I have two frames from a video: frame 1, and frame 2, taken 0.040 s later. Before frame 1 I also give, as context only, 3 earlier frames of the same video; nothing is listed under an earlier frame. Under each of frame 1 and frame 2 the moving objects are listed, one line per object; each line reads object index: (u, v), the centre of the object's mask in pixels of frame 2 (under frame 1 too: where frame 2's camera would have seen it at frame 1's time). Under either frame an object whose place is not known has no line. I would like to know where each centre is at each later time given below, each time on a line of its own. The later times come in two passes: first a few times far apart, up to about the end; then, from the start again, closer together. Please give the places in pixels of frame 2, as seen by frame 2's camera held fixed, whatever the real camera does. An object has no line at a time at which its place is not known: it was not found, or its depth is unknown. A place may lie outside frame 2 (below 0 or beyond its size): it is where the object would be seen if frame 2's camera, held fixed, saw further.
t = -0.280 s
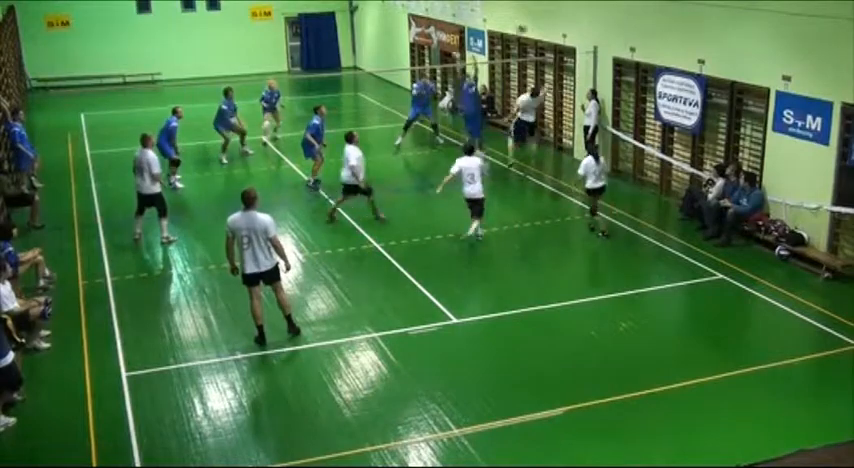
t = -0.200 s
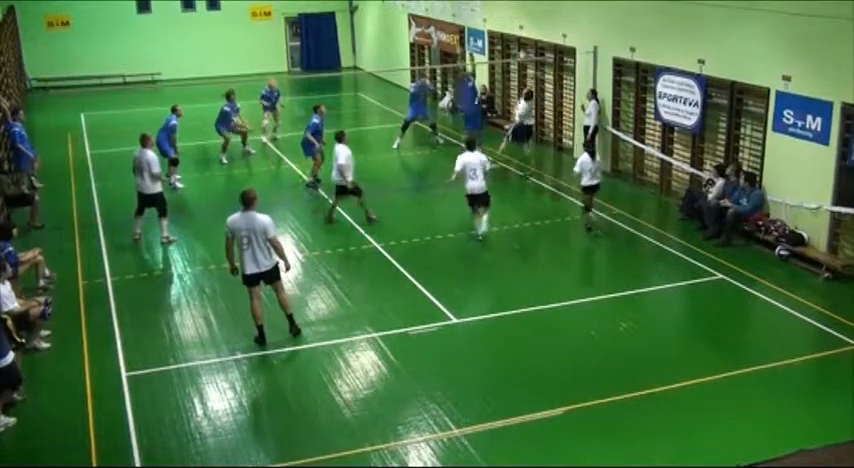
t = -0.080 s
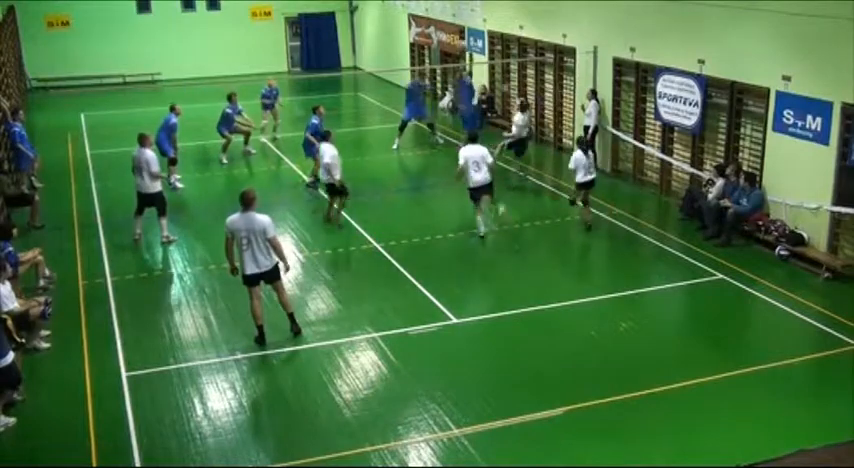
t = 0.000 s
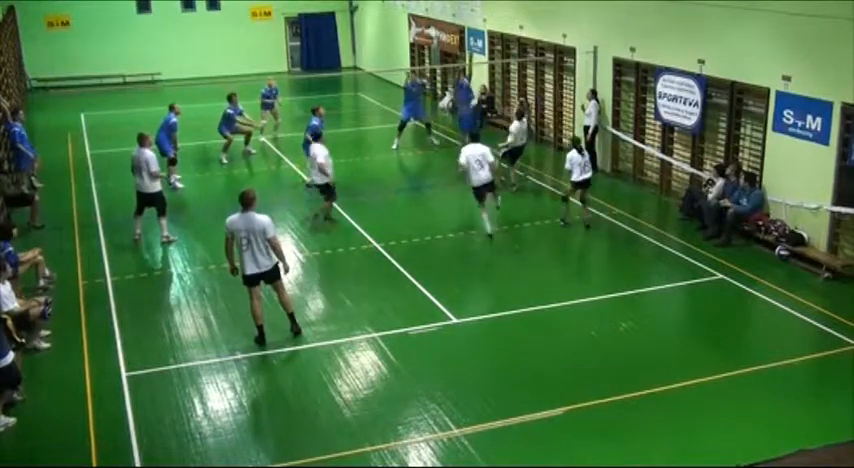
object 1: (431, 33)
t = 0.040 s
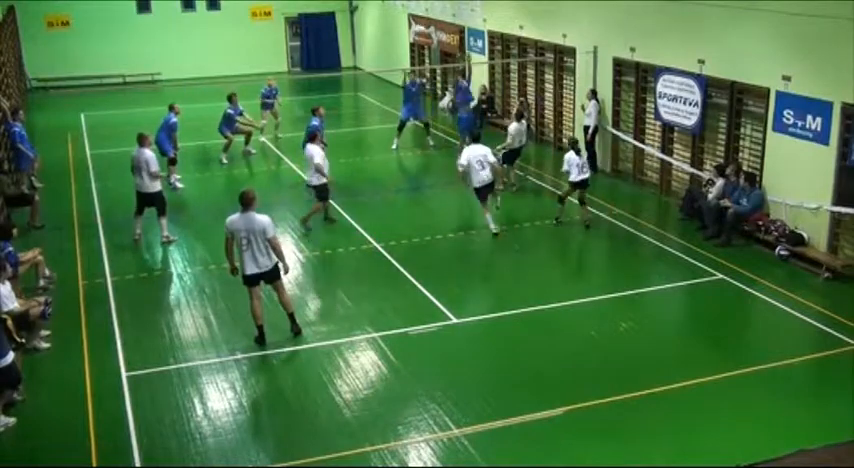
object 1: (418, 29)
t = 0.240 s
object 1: (355, 23)
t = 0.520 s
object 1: (280, 48)
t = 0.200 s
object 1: (367, 22)
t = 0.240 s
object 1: (355, 23)
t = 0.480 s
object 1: (284, 43)
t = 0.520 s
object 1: (280, 48)
